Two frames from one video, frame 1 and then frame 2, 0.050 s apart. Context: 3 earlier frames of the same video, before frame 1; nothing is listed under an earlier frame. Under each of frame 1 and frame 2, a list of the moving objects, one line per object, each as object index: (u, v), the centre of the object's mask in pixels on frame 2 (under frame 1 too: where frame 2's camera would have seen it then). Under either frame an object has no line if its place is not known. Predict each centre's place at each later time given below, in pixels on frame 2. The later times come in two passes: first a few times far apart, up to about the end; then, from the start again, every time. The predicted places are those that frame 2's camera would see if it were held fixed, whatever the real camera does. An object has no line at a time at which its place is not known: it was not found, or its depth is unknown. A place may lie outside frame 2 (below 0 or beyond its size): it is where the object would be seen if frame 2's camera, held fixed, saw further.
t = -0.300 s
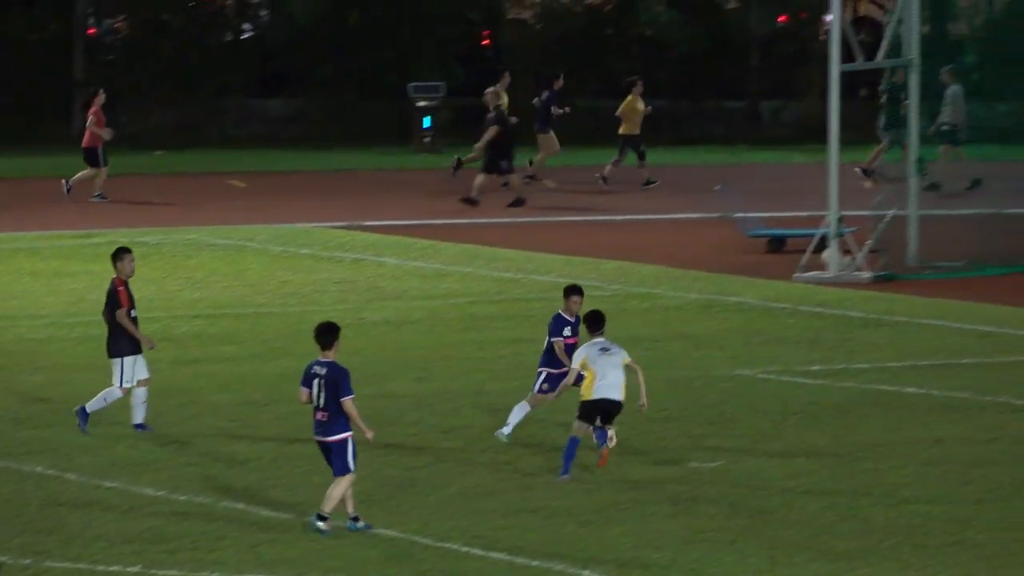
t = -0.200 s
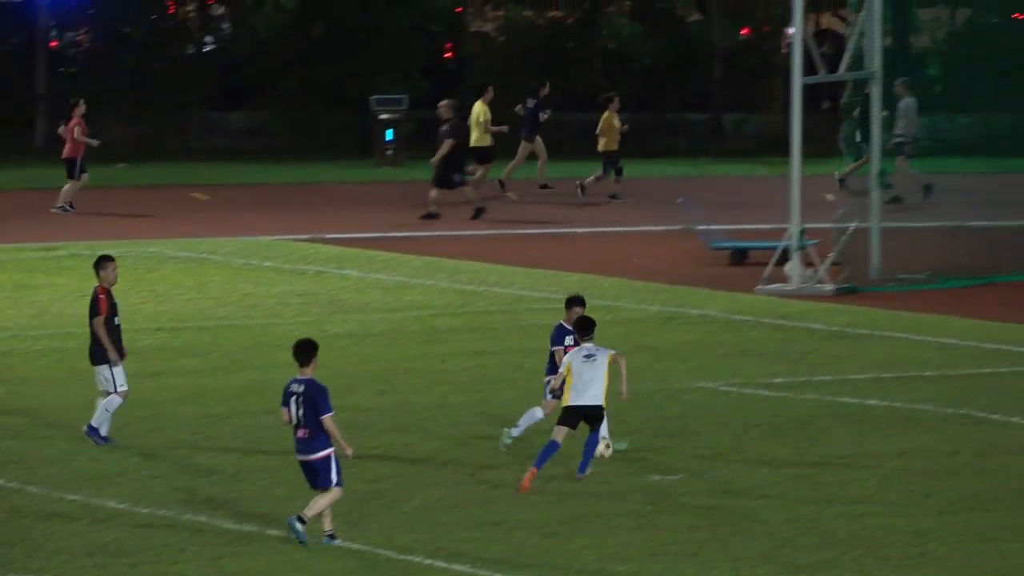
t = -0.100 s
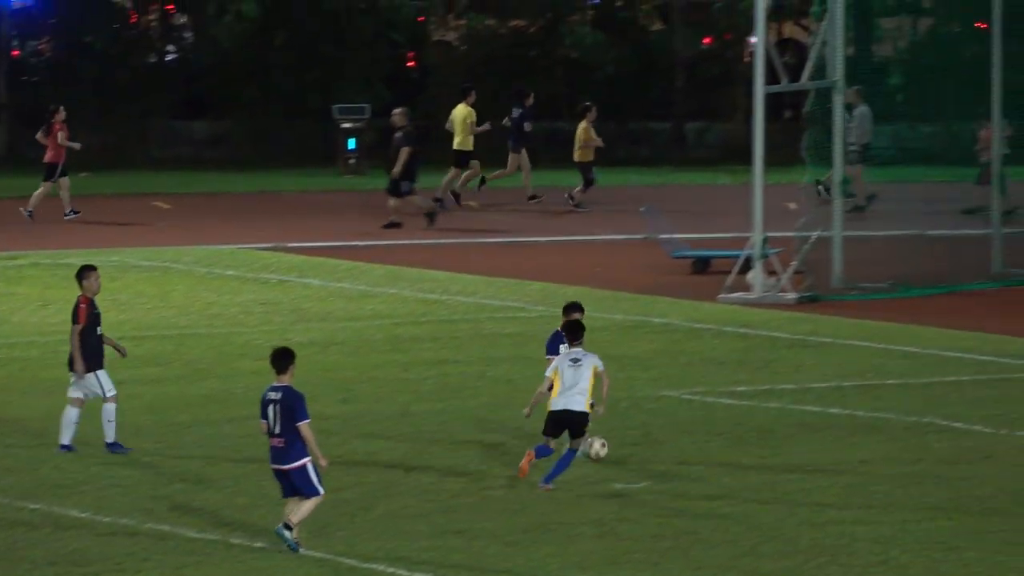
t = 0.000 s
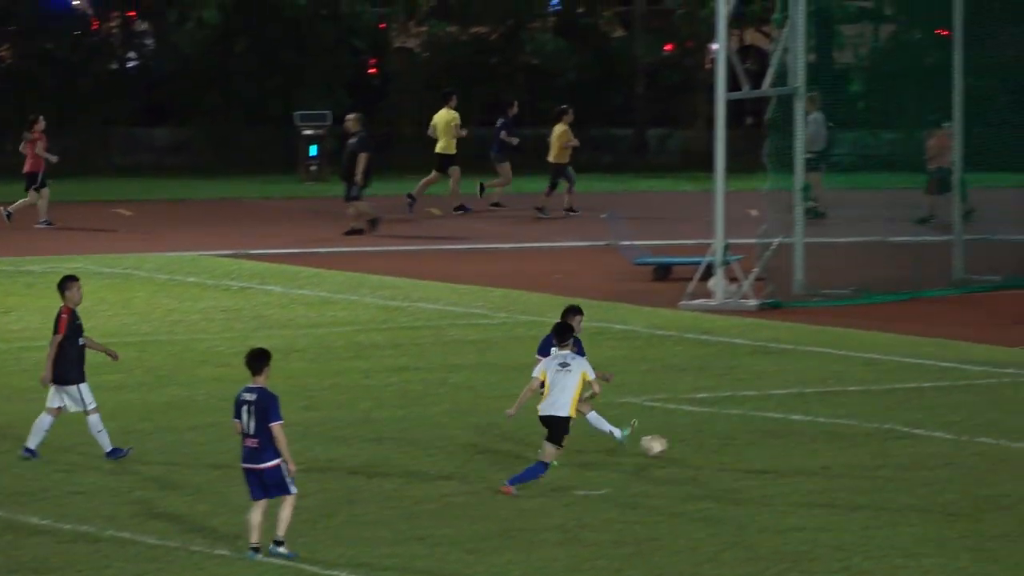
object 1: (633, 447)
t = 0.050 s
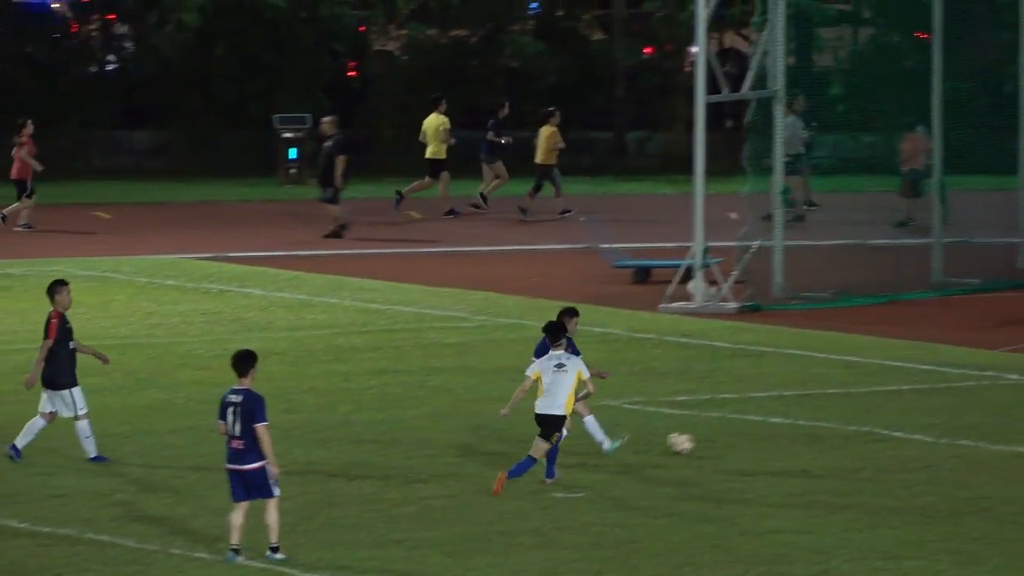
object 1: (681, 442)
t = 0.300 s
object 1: (881, 429)
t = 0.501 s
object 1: (1017, 421)
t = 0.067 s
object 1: (696, 441)
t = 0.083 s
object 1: (711, 440)
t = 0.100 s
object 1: (726, 439)
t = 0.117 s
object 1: (741, 440)
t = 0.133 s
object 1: (757, 440)
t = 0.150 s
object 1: (772, 440)
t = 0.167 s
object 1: (785, 439)
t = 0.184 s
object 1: (798, 438)
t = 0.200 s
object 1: (811, 437)
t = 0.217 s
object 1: (823, 435)
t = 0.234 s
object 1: (834, 433)
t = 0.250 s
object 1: (845, 432)
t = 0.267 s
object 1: (857, 431)
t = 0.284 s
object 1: (869, 430)
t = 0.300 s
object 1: (881, 429)
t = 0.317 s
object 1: (894, 429)
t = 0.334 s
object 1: (906, 429)
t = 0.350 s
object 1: (918, 429)
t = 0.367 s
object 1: (930, 429)
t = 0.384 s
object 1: (941, 429)
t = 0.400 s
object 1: (952, 427)
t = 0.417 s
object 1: (964, 426)
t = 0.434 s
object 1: (974, 425)
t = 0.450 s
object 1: (985, 424)
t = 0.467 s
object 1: (995, 423)
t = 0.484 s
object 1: (1007, 422)
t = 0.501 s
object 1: (1017, 421)
